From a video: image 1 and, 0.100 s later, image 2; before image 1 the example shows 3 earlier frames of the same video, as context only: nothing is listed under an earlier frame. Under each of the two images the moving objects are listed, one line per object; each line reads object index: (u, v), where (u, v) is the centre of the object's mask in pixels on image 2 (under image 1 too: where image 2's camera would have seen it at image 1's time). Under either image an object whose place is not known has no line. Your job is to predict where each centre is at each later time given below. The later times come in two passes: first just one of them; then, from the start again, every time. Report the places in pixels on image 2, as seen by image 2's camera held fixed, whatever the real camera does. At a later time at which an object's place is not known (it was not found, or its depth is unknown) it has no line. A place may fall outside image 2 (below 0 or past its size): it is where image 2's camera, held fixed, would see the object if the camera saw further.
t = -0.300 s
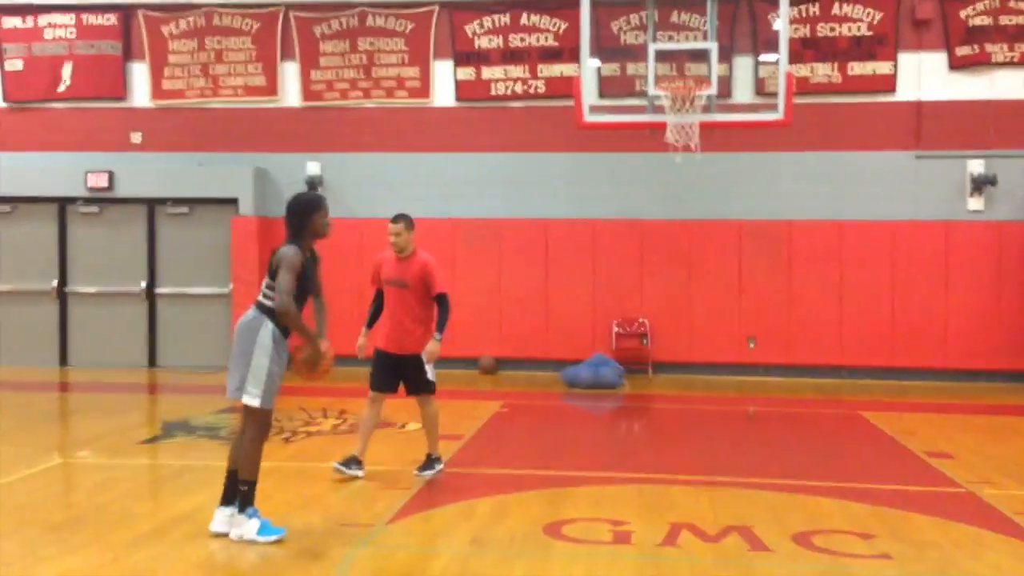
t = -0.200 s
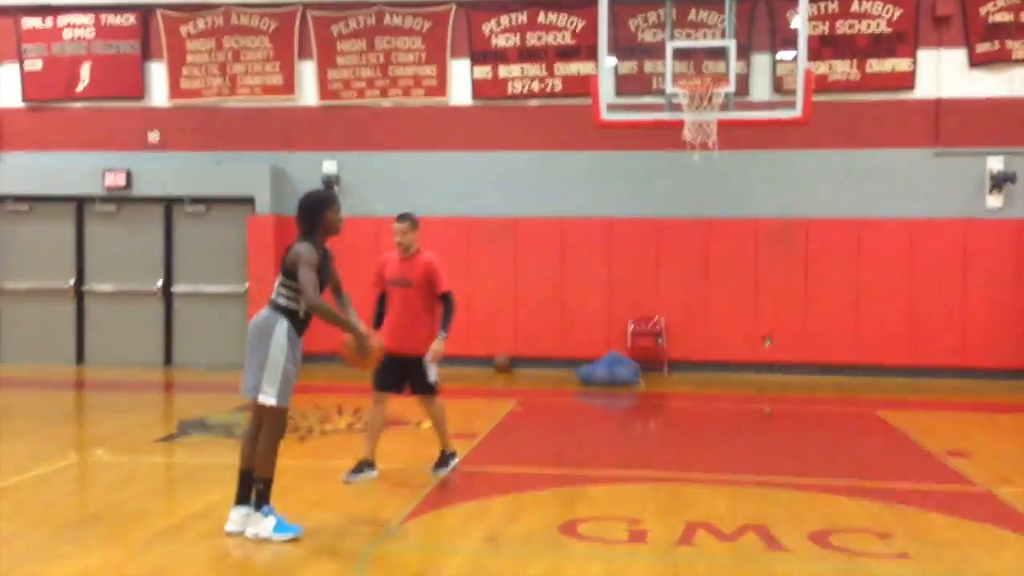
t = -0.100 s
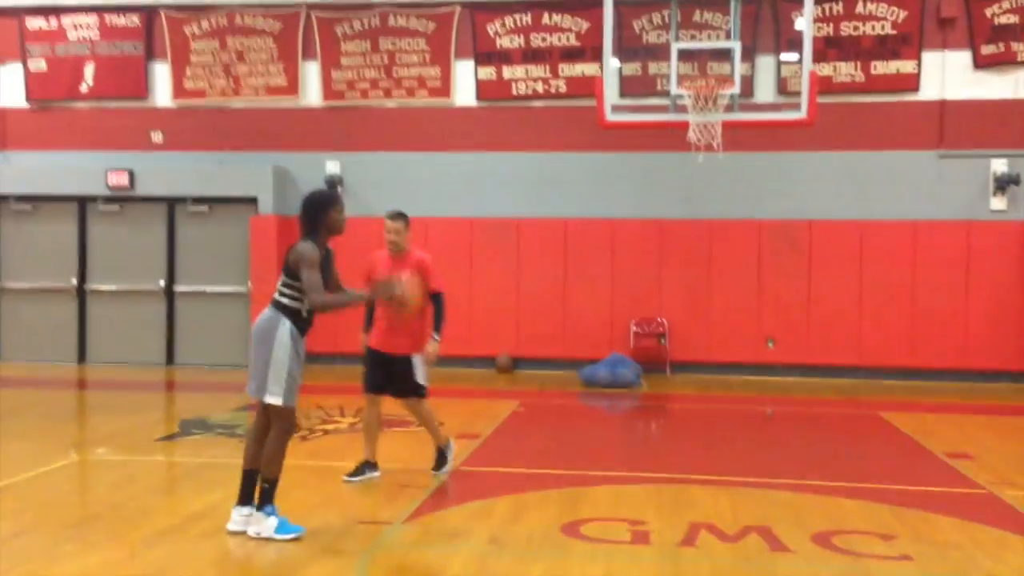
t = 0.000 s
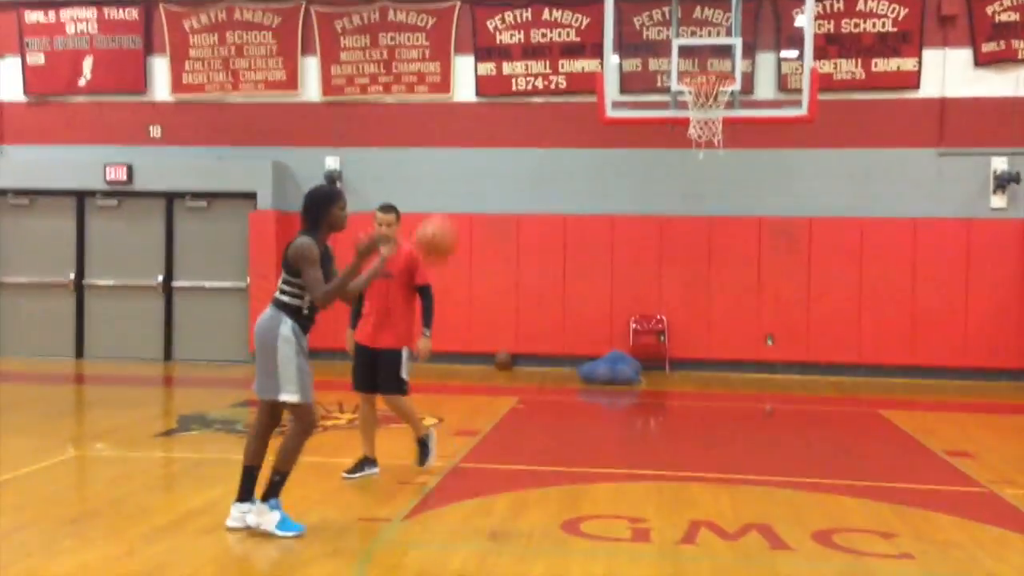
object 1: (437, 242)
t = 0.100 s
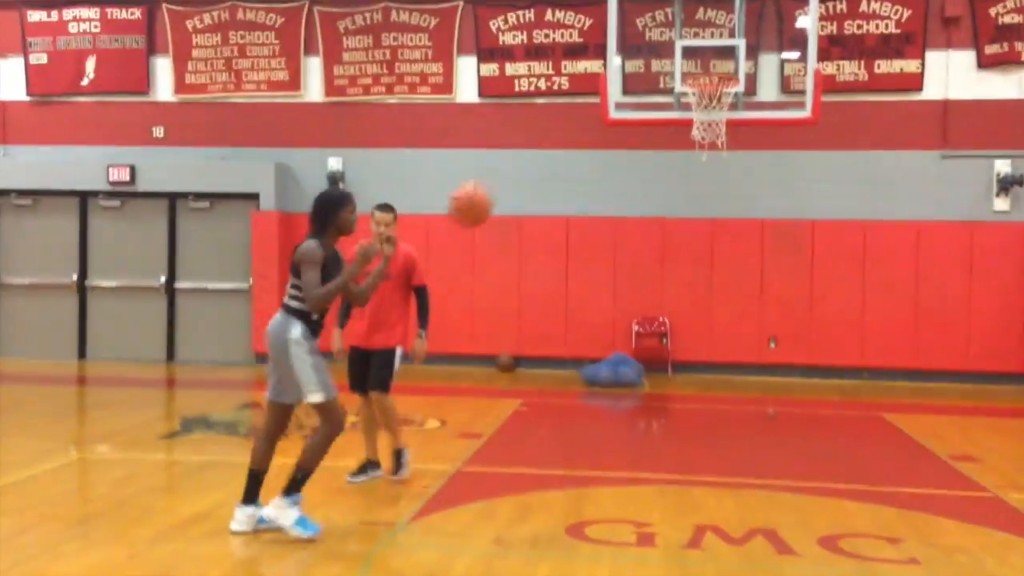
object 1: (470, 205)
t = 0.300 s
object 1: (535, 183)
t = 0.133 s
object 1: (482, 197)
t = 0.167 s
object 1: (492, 190)
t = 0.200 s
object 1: (503, 185)
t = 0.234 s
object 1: (514, 183)
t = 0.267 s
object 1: (525, 182)
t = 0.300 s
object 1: (535, 183)
